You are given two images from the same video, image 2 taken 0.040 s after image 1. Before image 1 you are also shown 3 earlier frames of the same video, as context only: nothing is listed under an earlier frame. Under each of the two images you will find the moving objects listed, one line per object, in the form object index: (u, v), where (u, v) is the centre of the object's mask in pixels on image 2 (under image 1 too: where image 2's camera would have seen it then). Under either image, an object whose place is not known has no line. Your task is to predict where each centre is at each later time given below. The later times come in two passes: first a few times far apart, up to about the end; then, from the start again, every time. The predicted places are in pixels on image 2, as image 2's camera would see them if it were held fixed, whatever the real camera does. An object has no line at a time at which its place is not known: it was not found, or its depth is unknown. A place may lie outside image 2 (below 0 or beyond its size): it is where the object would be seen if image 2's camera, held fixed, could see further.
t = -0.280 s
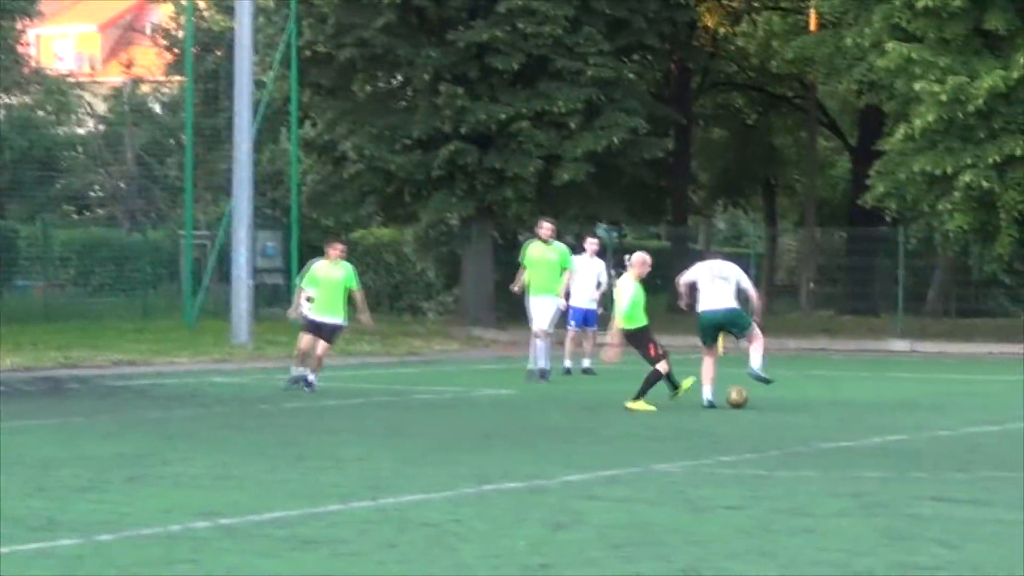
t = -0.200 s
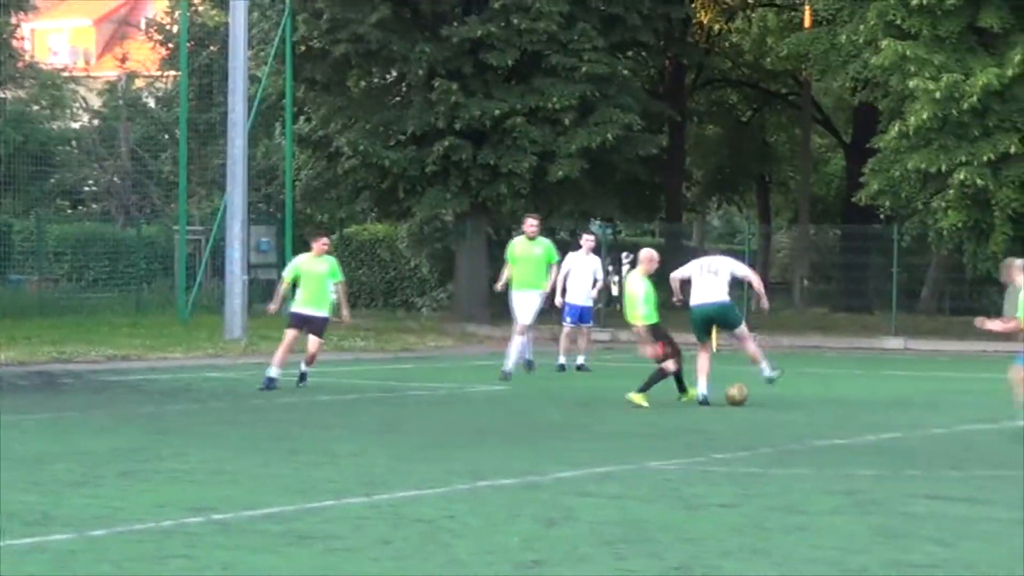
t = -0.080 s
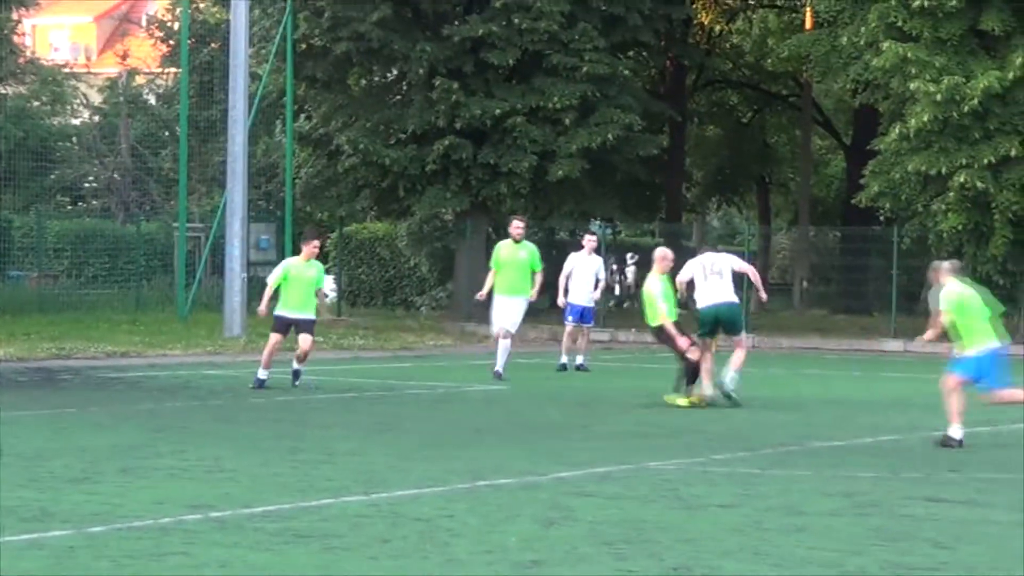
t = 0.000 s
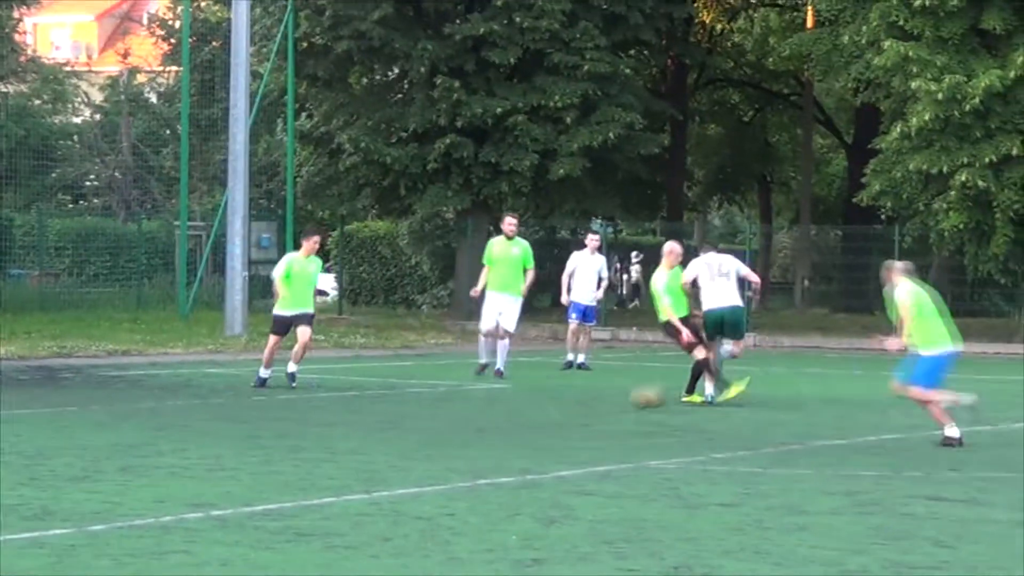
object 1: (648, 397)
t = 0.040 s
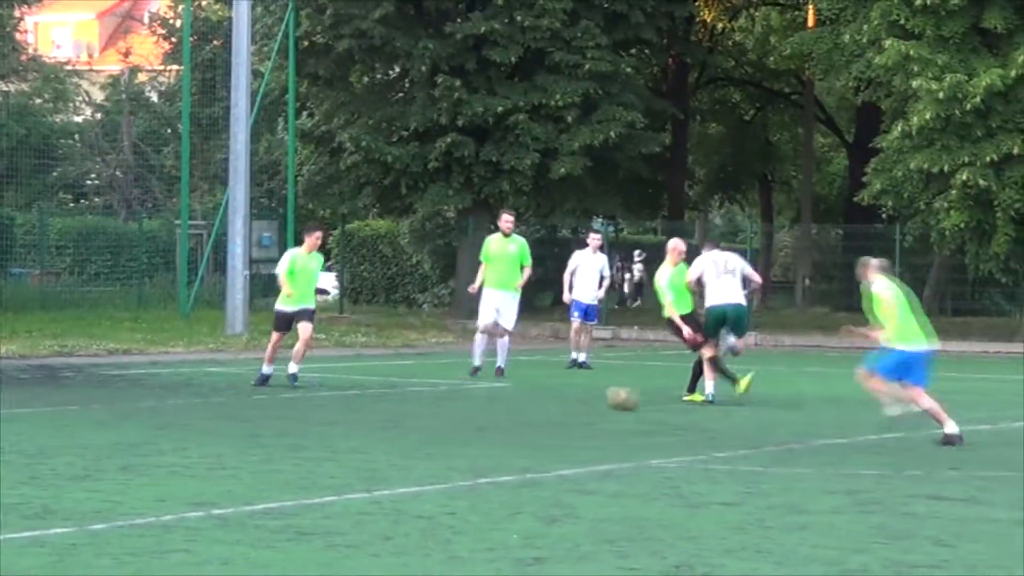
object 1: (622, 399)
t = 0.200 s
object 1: (520, 402)
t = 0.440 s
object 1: (383, 410)
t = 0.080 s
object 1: (595, 397)
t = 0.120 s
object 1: (572, 397)
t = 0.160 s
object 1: (545, 399)
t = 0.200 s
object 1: (520, 402)
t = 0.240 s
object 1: (496, 404)
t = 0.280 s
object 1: (474, 400)
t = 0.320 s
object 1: (450, 400)
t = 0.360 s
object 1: (428, 402)
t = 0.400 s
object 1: (405, 405)
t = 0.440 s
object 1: (383, 410)
